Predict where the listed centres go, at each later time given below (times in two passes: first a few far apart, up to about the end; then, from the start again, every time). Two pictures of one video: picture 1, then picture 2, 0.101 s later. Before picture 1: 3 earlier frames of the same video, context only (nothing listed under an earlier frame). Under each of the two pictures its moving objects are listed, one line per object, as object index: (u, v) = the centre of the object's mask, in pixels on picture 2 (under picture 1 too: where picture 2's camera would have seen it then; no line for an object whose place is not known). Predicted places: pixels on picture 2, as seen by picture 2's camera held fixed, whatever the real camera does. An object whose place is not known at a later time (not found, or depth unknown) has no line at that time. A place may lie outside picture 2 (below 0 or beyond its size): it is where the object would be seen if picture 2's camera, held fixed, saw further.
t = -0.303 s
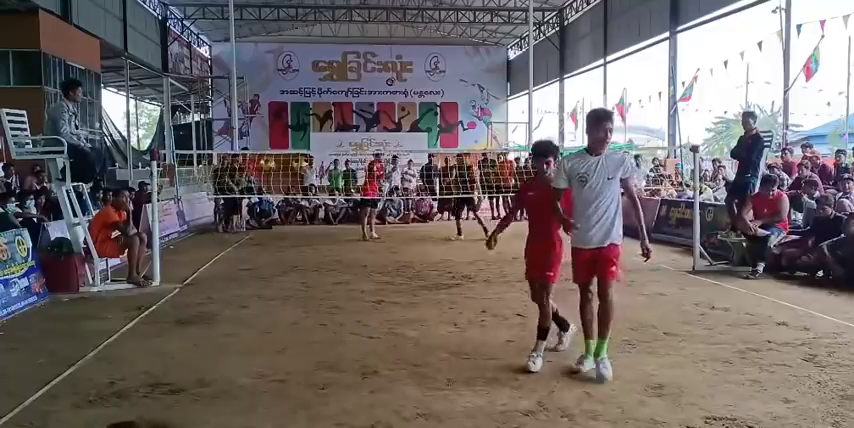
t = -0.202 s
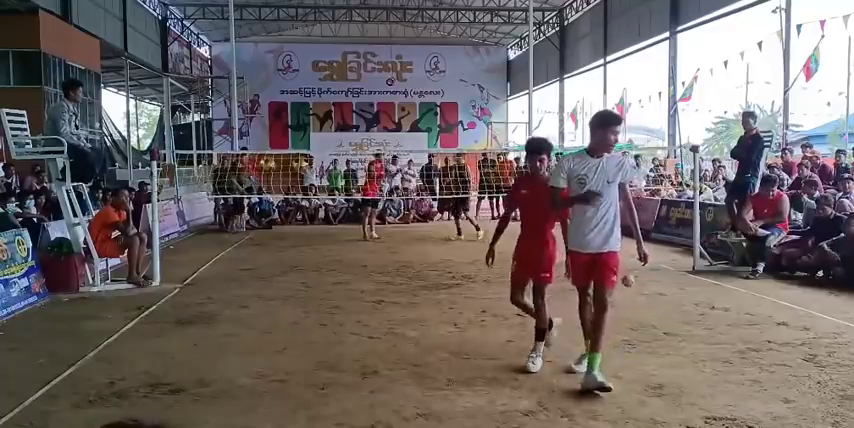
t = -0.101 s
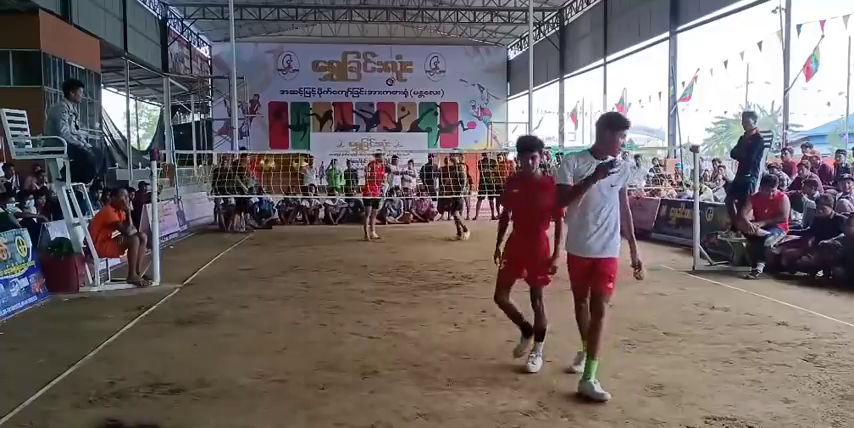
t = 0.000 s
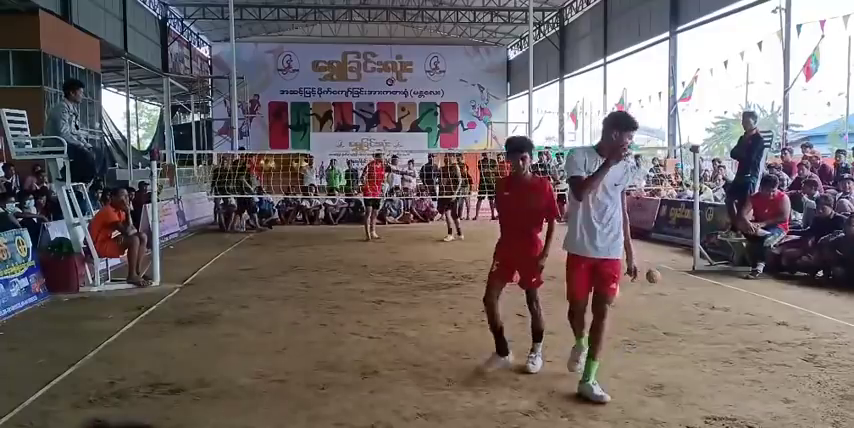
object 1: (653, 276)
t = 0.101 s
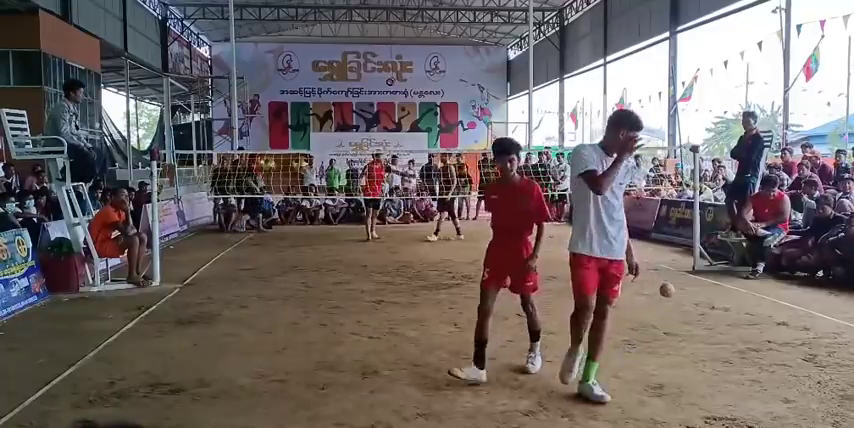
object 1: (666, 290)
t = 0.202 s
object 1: (681, 315)
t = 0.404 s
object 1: (716, 332)
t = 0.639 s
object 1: (767, 352)
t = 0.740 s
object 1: (790, 367)
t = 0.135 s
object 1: (671, 297)
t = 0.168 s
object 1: (676, 306)
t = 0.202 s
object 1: (681, 315)
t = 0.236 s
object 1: (686, 316)
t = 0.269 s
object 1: (692, 318)
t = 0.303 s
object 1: (697, 321)
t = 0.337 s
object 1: (703, 325)
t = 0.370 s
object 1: (710, 328)
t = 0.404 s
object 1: (716, 332)
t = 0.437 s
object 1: (722, 332)
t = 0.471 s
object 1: (730, 335)
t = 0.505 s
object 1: (736, 339)
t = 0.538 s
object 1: (744, 344)
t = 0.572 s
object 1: (751, 345)
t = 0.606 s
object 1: (759, 348)
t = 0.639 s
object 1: (767, 352)
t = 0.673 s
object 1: (775, 358)
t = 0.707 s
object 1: (783, 363)
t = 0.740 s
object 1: (790, 367)
